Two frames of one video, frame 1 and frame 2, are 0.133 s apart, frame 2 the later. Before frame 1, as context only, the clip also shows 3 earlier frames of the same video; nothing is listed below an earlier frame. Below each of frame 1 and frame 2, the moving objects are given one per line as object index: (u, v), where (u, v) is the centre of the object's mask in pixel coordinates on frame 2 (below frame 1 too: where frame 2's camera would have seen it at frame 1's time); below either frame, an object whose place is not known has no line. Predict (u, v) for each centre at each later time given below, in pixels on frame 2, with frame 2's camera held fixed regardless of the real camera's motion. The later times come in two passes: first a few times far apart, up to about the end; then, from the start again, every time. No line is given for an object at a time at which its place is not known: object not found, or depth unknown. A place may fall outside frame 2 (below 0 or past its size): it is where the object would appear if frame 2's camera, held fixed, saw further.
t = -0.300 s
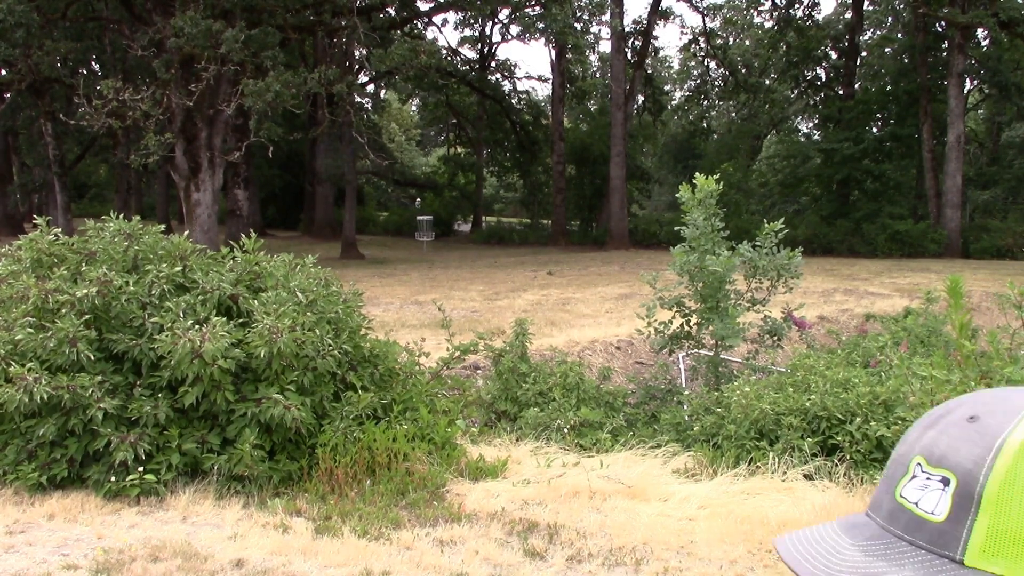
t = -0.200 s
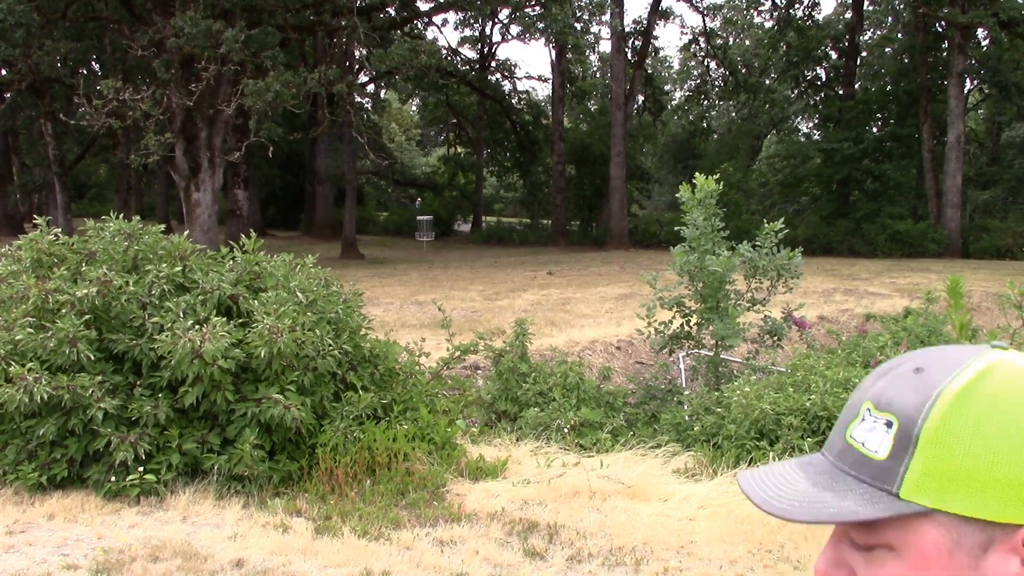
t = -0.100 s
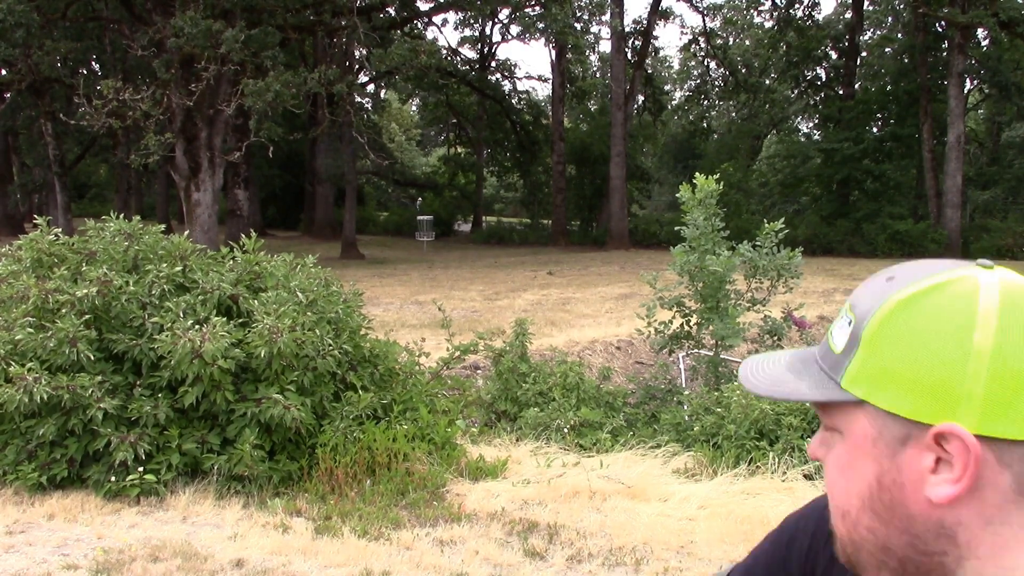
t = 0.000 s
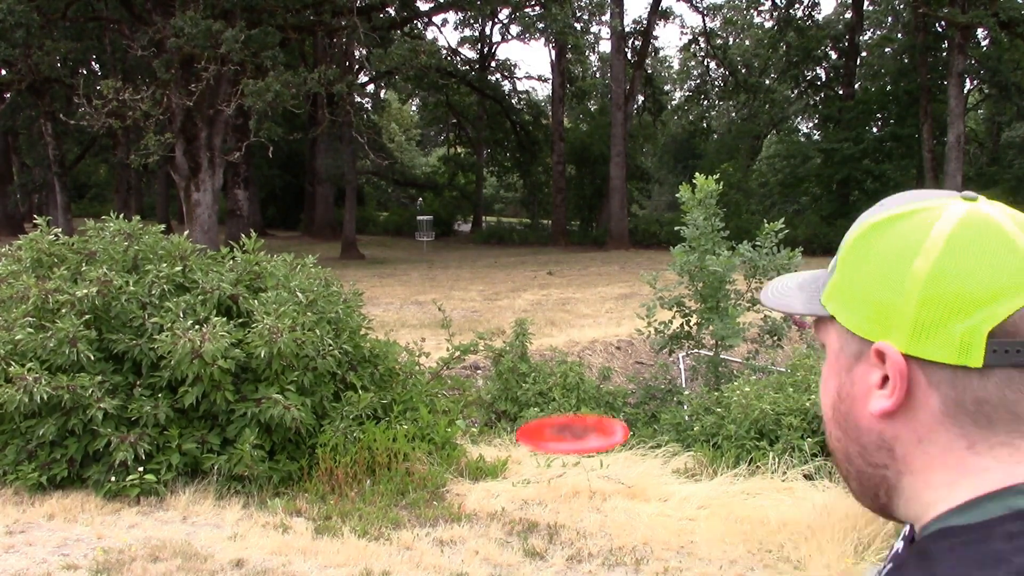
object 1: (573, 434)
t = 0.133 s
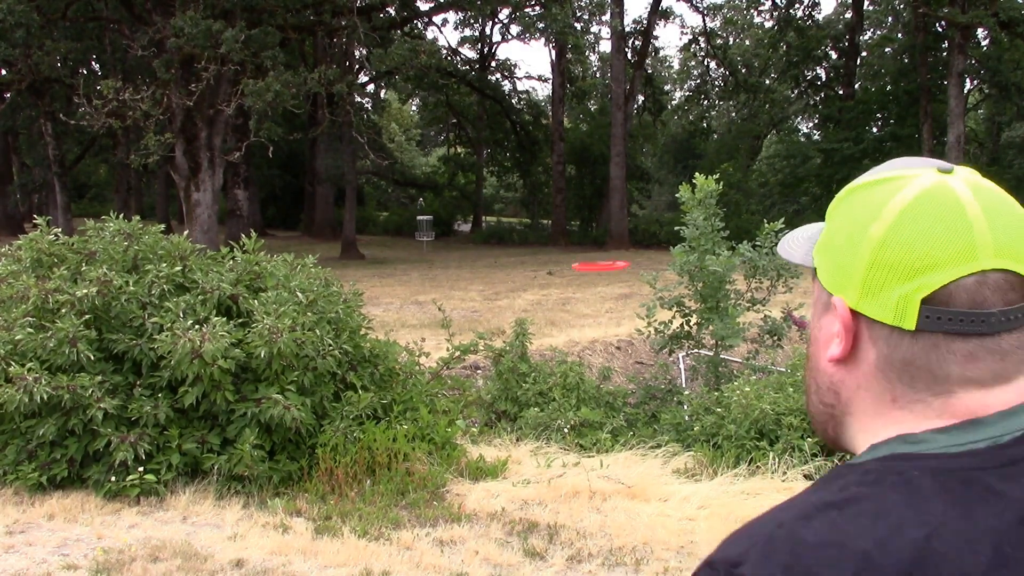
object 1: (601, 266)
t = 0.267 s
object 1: (609, 226)
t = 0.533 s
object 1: (614, 217)
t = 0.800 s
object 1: (610, 221)
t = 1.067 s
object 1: (600, 226)
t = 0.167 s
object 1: (604, 250)
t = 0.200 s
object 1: (606, 239)
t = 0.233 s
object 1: (607, 231)
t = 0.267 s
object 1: (609, 226)
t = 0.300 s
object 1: (611, 222)
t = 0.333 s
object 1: (612, 220)
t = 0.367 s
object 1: (613, 218)
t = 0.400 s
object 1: (613, 218)
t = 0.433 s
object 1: (614, 217)
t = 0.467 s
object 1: (614, 217)
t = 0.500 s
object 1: (614, 217)
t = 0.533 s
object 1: (614, 217)
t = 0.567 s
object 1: (614, 217)
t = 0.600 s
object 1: (614, 218)
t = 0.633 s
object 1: (613, 218)
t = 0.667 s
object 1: (613, 219)
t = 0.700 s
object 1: (612, 219)
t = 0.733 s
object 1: (612, 220)
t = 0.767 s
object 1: (611, 221)
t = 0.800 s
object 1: (610, 221)
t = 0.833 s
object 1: (609, 222)
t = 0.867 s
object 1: (608, 223)
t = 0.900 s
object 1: (607, 223)
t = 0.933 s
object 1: (606, 224)
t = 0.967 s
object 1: (604, 224)
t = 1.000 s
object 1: (603, 225)
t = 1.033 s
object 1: (602, 225)
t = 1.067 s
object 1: (600, 226)
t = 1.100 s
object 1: (599, 227)
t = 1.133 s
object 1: (597, 228)
